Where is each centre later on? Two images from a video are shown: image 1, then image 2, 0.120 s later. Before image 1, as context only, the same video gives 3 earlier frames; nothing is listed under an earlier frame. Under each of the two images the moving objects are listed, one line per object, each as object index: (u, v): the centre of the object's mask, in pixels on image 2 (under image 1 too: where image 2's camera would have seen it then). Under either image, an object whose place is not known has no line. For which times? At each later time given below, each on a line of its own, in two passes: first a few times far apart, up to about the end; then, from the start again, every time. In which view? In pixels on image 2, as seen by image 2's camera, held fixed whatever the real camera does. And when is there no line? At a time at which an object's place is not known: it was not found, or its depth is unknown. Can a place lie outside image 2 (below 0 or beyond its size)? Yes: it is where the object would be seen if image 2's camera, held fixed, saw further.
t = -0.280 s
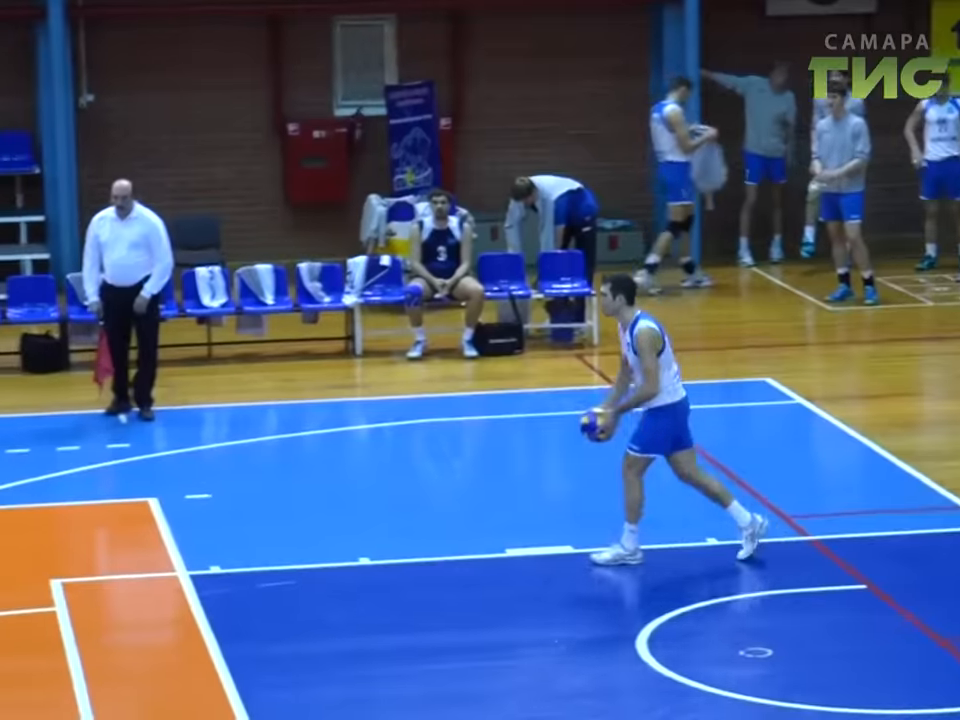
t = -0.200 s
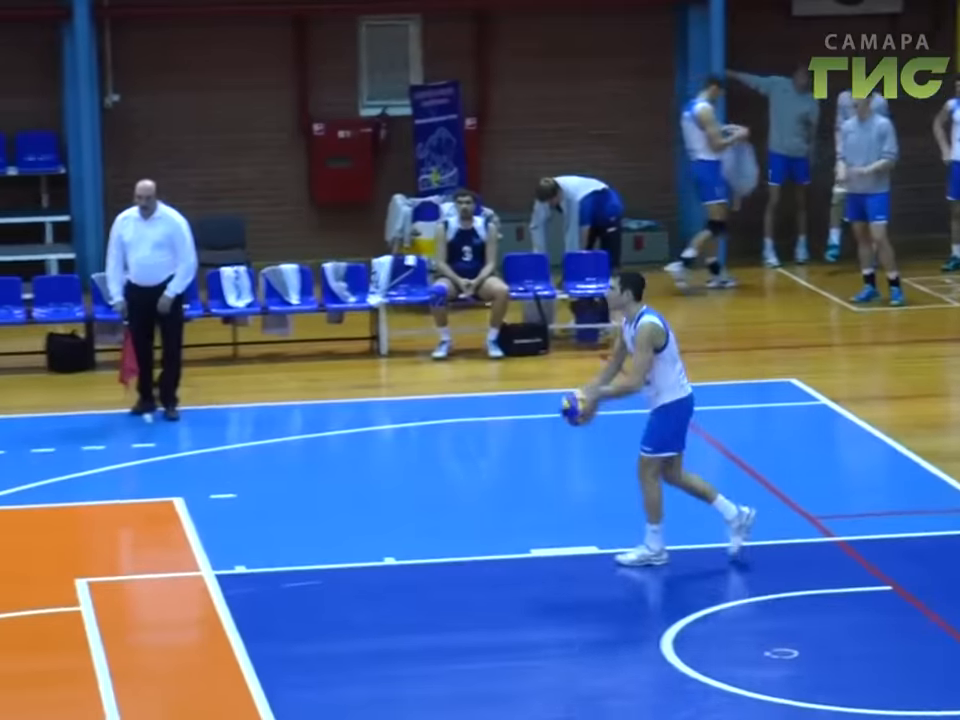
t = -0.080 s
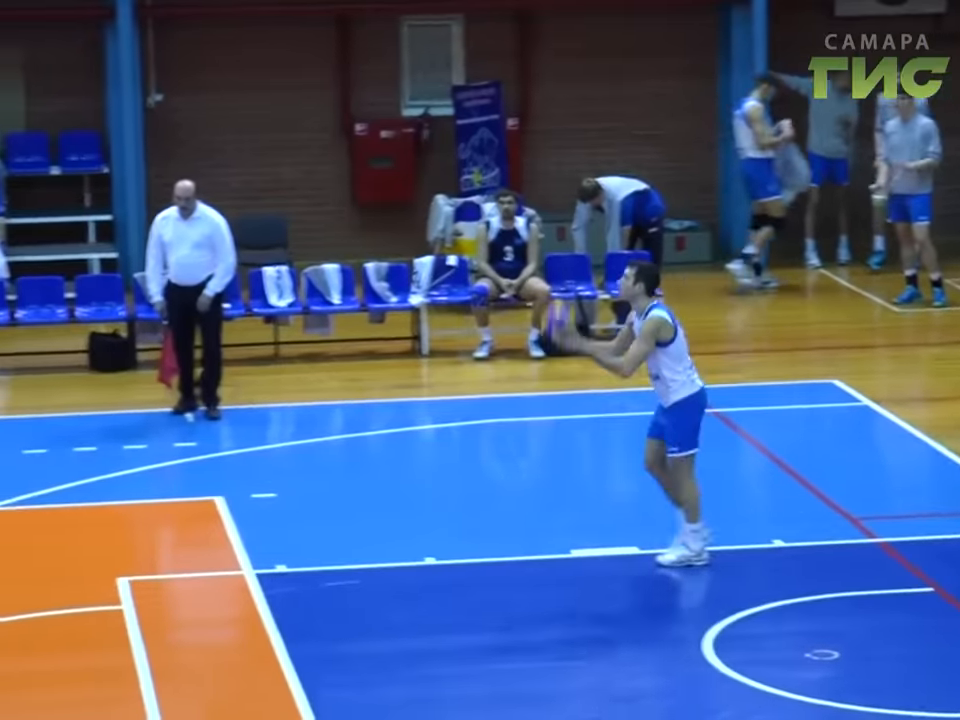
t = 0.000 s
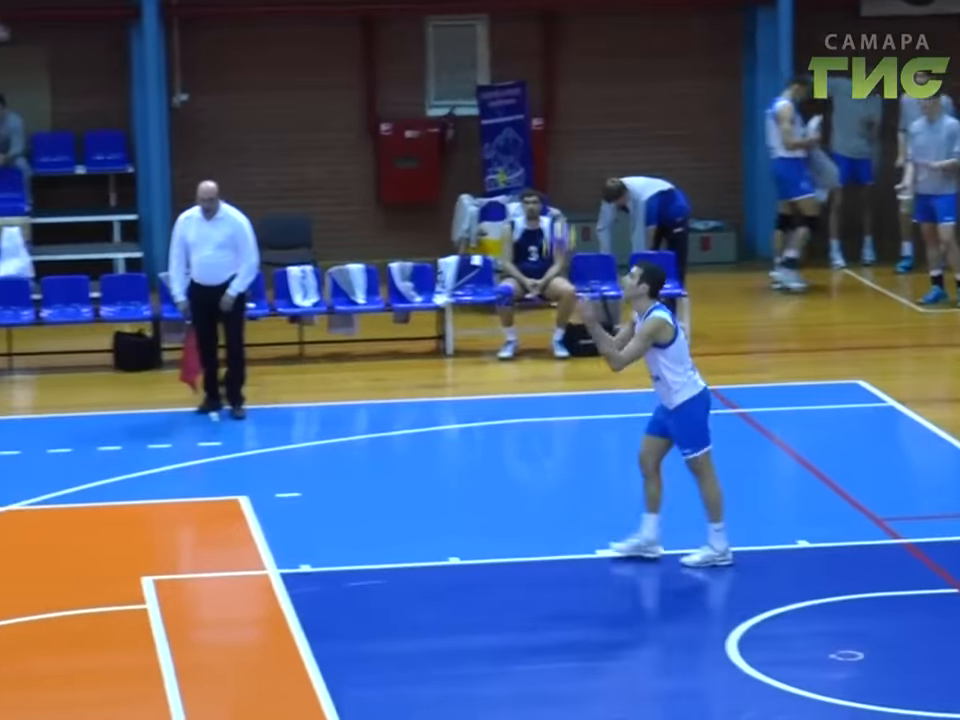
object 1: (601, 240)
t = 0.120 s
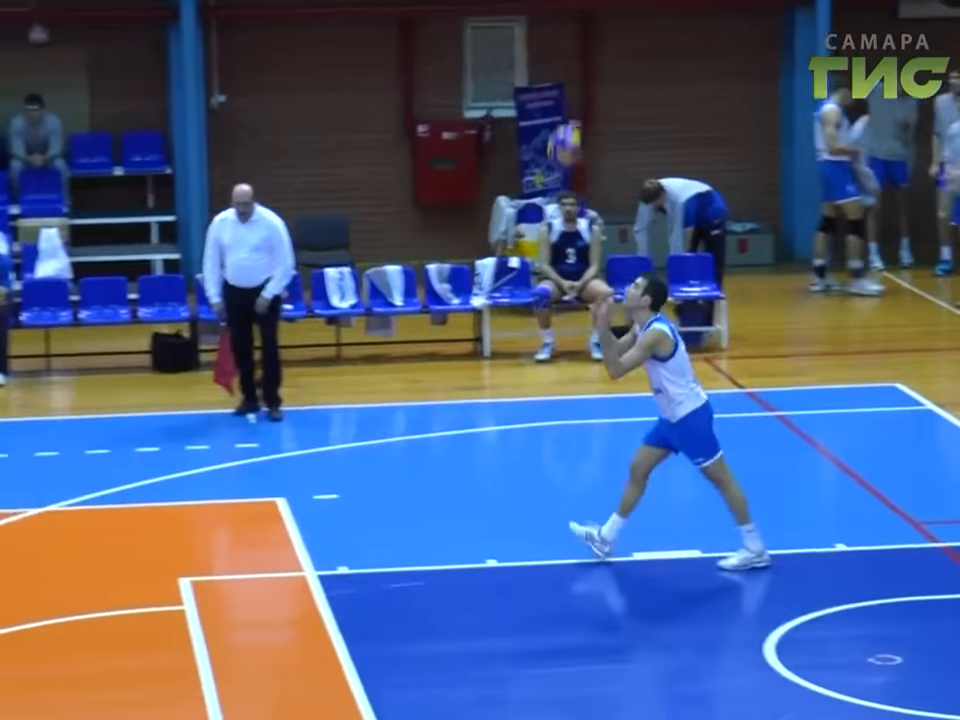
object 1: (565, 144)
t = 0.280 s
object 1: (524, 50)
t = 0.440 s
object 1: (482, -1)
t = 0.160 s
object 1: (554, 117)
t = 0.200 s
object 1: (544, 93)
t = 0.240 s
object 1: (533, 71)
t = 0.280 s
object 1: (524, 50)
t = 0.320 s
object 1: (513, 33)
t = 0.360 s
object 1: (503, 18)
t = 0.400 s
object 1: (493, 7)
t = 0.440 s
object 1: (482, -1)
